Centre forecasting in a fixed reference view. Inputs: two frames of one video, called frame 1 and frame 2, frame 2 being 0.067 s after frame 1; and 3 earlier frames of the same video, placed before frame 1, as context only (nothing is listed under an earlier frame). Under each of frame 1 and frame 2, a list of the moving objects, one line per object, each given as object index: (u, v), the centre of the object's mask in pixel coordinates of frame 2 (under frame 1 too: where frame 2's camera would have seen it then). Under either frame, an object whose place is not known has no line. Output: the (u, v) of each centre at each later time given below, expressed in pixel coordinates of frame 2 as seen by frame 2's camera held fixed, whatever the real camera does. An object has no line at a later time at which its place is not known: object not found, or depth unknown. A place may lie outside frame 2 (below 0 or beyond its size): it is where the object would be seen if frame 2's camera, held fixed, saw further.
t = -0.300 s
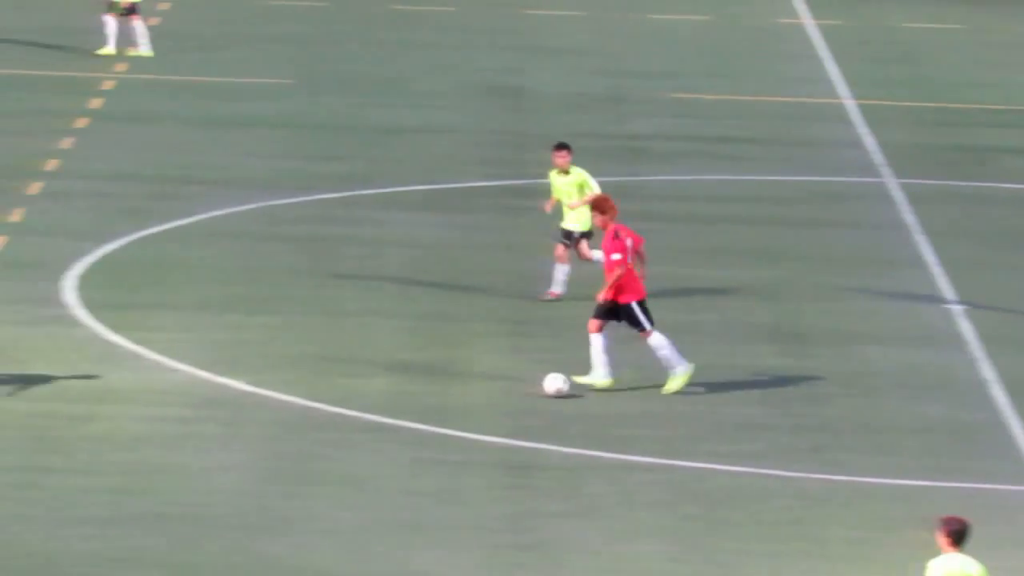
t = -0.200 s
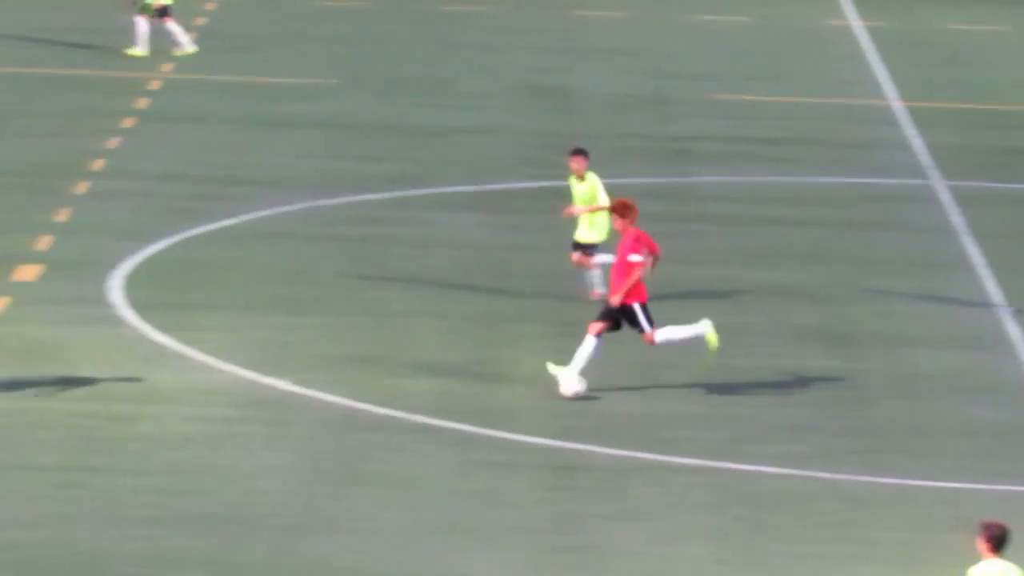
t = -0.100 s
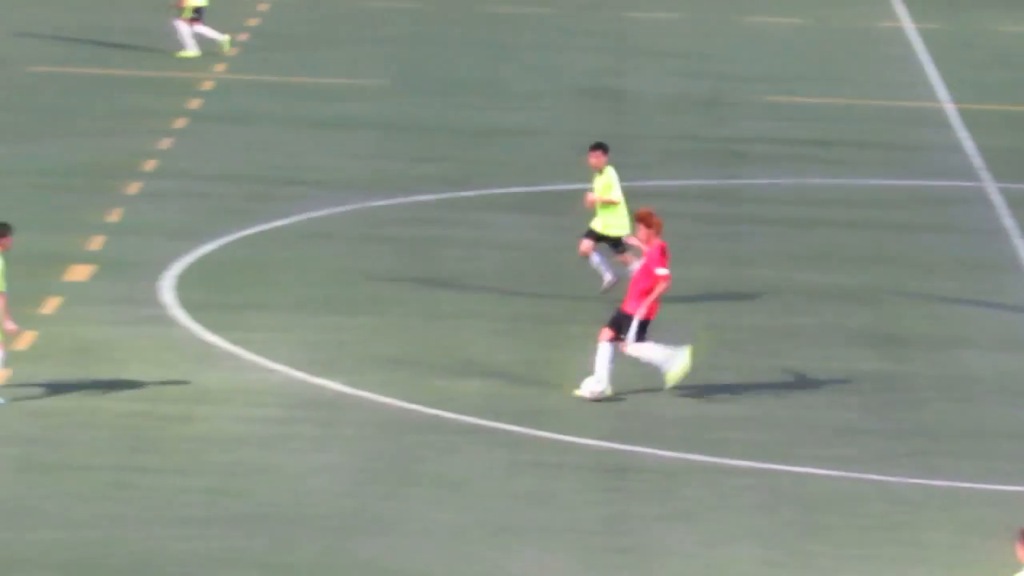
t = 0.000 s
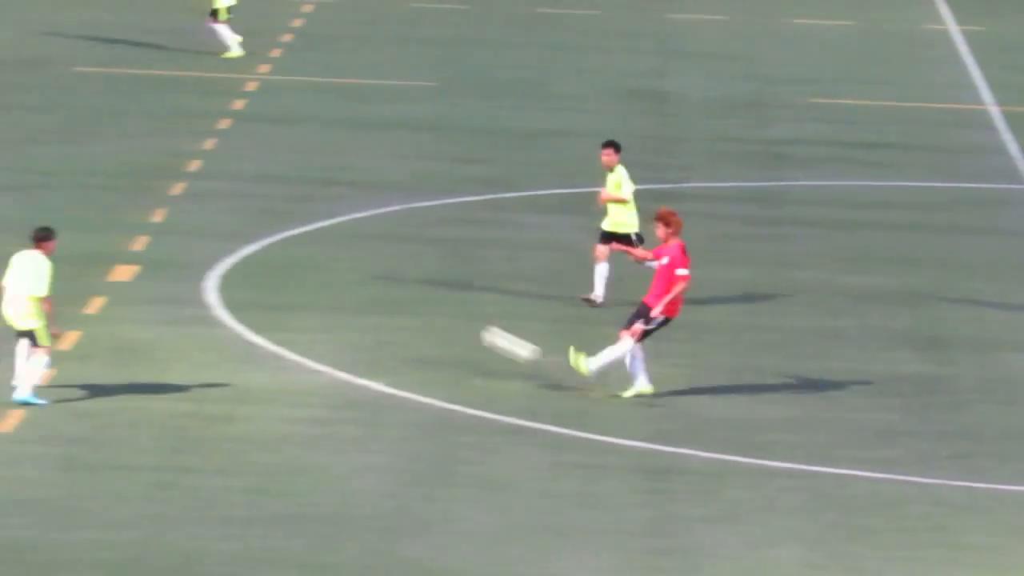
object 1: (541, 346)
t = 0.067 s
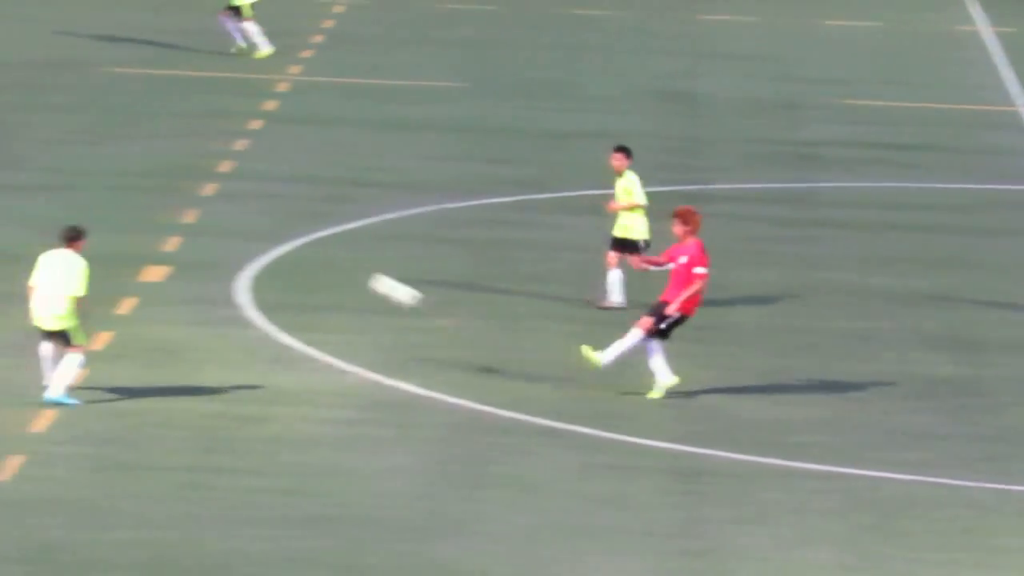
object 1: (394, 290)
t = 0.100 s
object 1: (324, 265)
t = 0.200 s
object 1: (109, 196)
